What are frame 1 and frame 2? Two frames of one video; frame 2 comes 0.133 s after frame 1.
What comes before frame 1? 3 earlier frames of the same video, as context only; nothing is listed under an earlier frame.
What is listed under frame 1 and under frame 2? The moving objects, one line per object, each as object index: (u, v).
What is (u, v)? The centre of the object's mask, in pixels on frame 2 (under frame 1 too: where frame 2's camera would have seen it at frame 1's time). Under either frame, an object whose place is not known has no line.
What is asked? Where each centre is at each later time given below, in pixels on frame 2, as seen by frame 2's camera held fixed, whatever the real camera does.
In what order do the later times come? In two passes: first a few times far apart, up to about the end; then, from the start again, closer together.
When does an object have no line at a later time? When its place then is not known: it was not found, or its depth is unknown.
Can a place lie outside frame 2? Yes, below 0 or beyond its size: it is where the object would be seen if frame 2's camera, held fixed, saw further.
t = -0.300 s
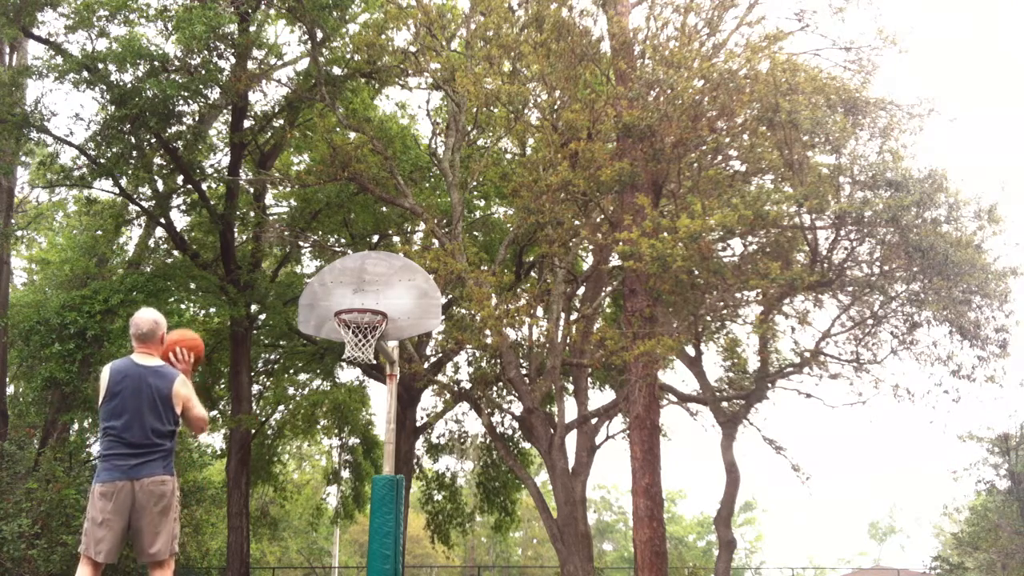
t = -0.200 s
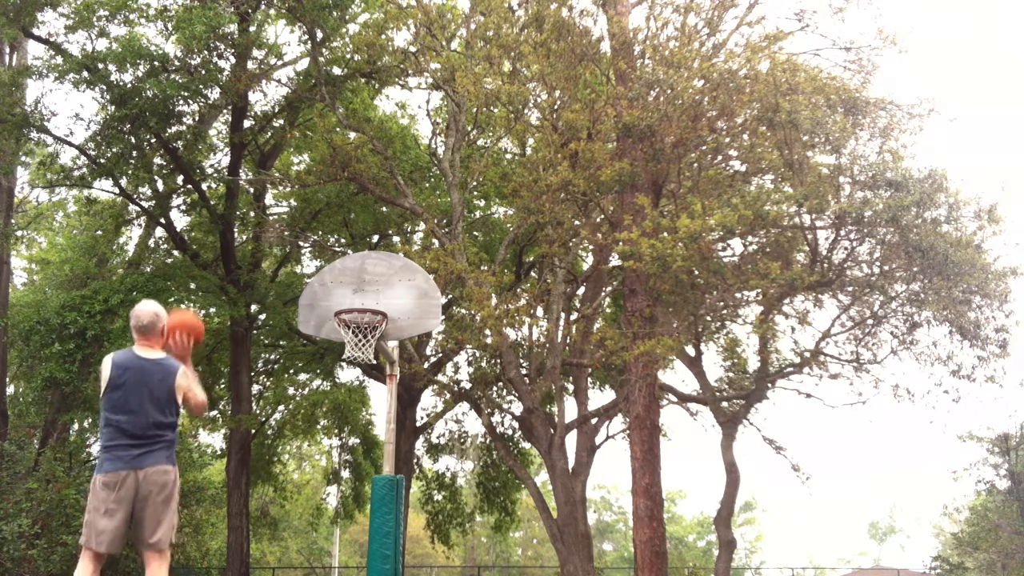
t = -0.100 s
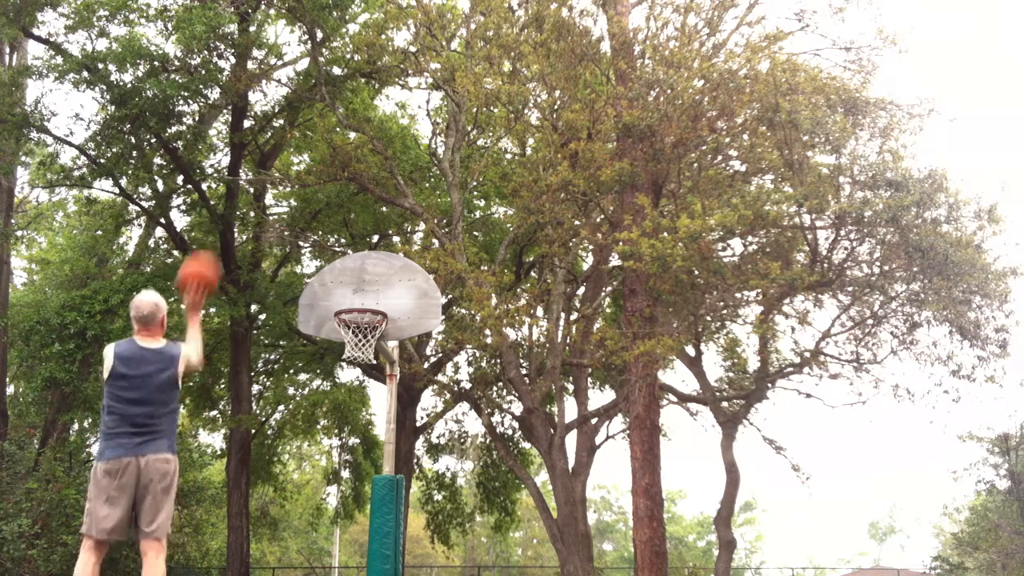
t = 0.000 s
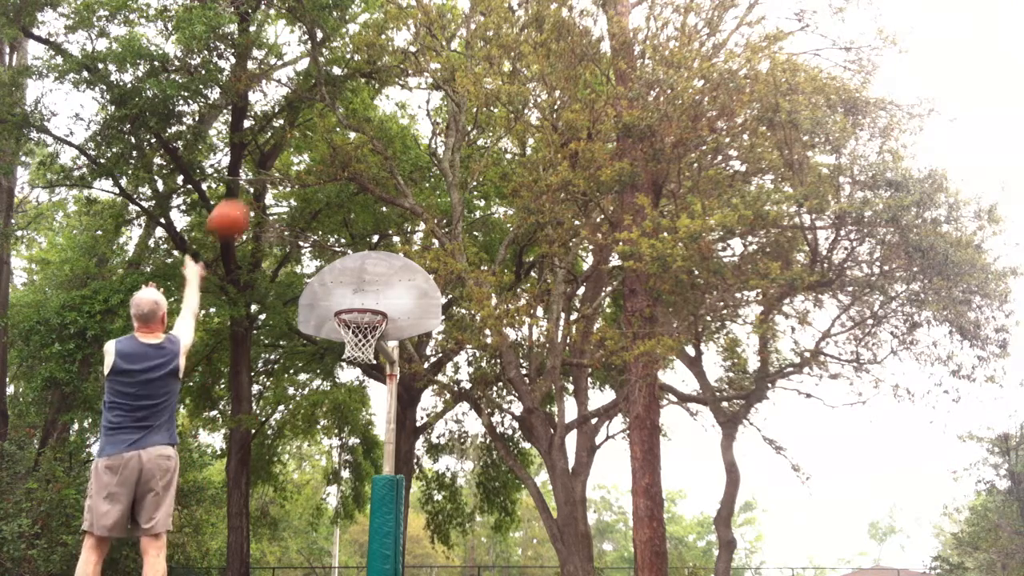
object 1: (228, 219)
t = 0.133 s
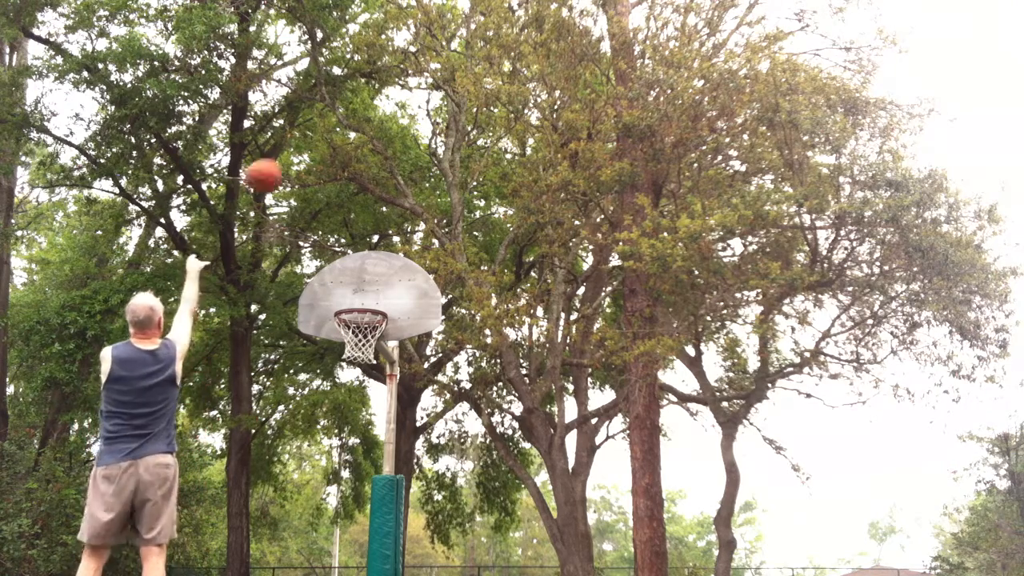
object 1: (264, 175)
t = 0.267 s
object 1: (290, 160)
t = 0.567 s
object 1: (336, 195)
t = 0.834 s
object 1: (366, 294)
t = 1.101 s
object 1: (345, 329)
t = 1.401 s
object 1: (359, 384)
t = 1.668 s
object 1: (364, 521)
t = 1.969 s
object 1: (378, 571)
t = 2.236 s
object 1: (394, 515)
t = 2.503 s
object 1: (409, 530)
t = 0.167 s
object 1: (271, 170)
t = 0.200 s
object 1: (277, 166)
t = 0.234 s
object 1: (284, 162)
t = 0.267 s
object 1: (290, 160)
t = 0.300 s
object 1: (297, 159)
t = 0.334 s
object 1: (303, 160)
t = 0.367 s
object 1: (308, 162)
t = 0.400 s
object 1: (314, 165)
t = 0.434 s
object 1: (319, 169)
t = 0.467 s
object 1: (323, 174)
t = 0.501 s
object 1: (328, 180)
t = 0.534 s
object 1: (332, 188)
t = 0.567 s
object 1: (336, 195)
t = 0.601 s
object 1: (341, 205)
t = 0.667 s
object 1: (349, 226)
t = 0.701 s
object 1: (353, 237)
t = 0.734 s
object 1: (356, 250)
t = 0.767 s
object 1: (359, 265)
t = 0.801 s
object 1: (362, 280)
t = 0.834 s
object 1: (366, 294)
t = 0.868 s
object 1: (368, 309)
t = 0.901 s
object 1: (363, 321)
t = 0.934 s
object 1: (352, 328)
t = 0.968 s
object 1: (345, 335)
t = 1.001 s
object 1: (344, 333)
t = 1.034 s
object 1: (343, 332)
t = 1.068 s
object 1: (345, 330)
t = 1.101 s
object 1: (345, 329)
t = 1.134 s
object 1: (347, 329)
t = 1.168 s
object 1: (349, 331)
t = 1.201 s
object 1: (351, 334)
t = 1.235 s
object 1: (353, 338)
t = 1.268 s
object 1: (354, 344)
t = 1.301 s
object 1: (355, 351)
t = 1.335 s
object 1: (357, 360)
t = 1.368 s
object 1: (358, 370)
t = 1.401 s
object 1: (359, 384)
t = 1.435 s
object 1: (357, 395)
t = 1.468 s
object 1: (359, 406)
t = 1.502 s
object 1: (361, 422)
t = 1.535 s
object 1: (361, 438)
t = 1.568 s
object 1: (362, 457)
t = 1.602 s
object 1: (363, 476)
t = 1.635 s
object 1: (363, 498)
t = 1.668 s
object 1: (364, 521)
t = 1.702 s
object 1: (364, 544)
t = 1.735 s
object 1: (364, 564)
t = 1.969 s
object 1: (378, 571)
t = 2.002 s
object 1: (379, 565)
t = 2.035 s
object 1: (382, 556)
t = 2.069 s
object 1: (384, 545)
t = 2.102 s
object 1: (386, 537)
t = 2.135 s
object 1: (388, 530)
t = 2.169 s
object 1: (390, 523)
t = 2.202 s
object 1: (392, 519)
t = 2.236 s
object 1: (394, 515)
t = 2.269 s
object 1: (396, 513)
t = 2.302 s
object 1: (398, 511)
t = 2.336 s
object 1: (400, 512)
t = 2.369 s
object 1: (402, 513)
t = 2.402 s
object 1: (403, 516)
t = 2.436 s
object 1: (406, 519)
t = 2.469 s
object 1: (408, 524)
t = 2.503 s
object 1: (409, 530)
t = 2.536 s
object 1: (411, 538)
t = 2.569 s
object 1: (413, 547)
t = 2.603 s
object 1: (414, 558)
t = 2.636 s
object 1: (416, 566)
